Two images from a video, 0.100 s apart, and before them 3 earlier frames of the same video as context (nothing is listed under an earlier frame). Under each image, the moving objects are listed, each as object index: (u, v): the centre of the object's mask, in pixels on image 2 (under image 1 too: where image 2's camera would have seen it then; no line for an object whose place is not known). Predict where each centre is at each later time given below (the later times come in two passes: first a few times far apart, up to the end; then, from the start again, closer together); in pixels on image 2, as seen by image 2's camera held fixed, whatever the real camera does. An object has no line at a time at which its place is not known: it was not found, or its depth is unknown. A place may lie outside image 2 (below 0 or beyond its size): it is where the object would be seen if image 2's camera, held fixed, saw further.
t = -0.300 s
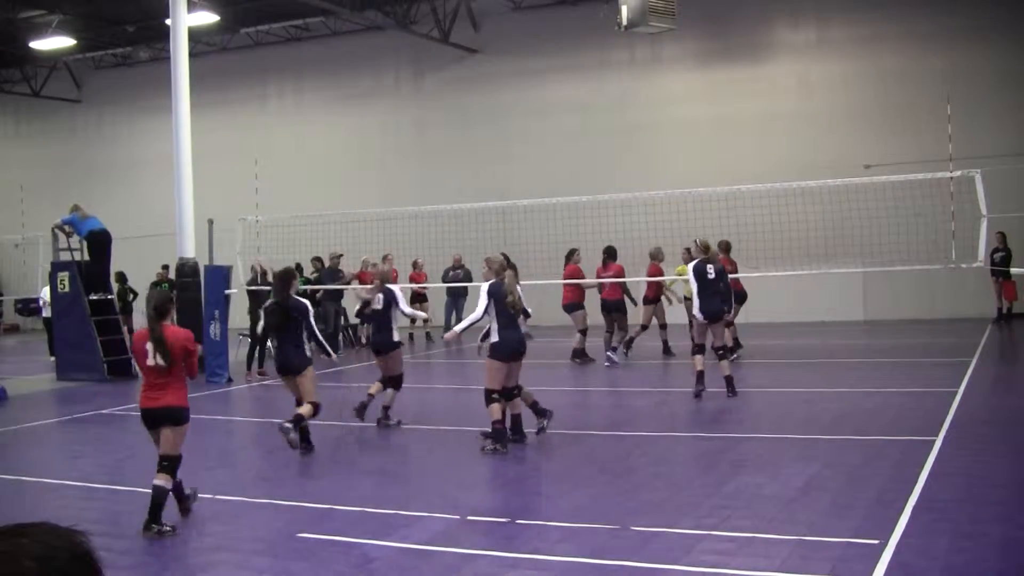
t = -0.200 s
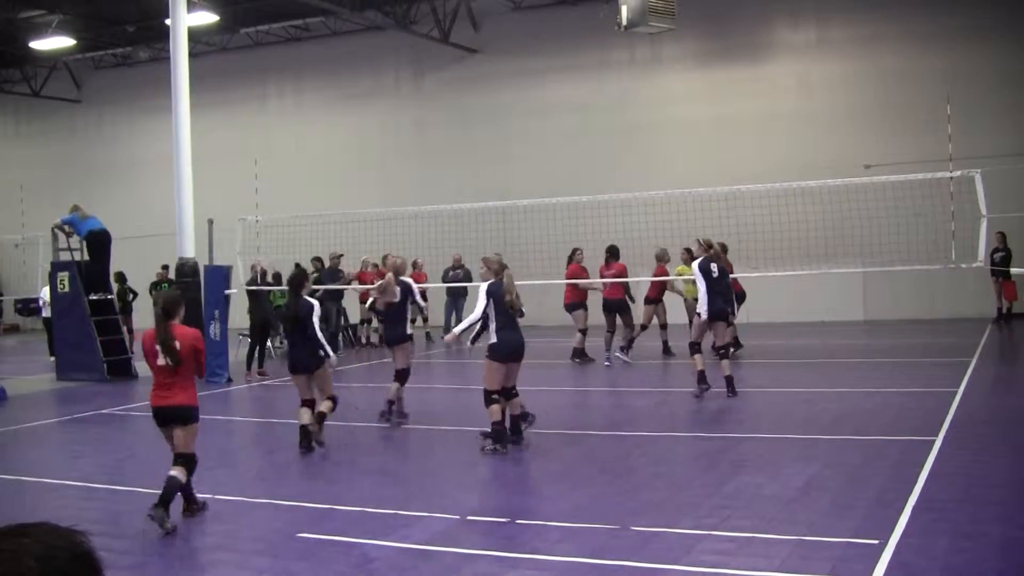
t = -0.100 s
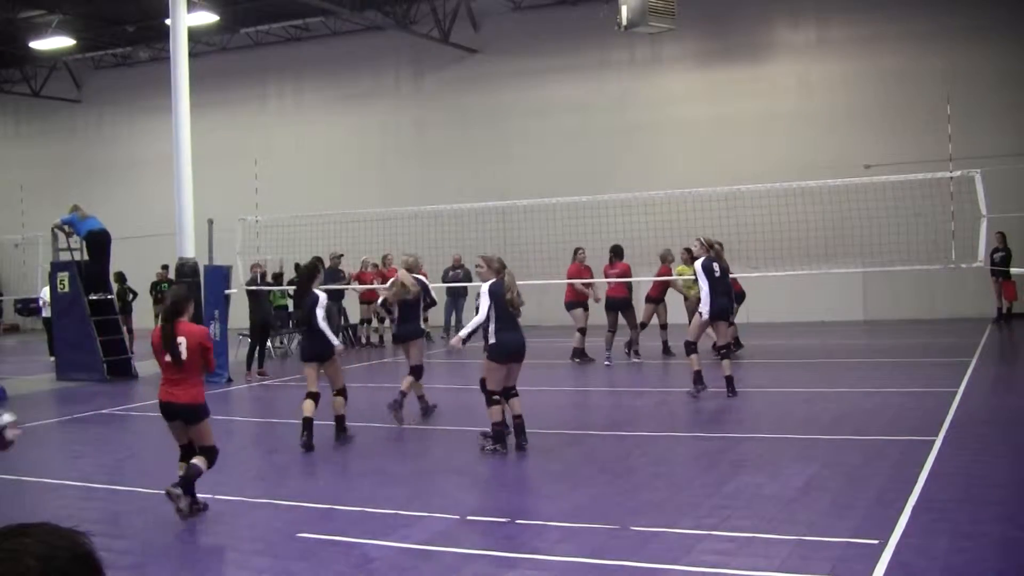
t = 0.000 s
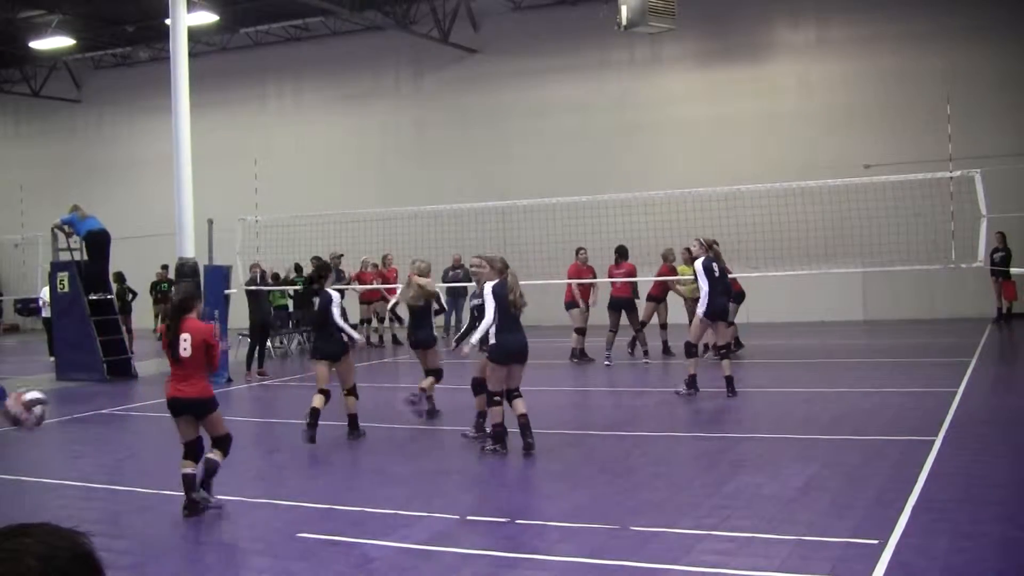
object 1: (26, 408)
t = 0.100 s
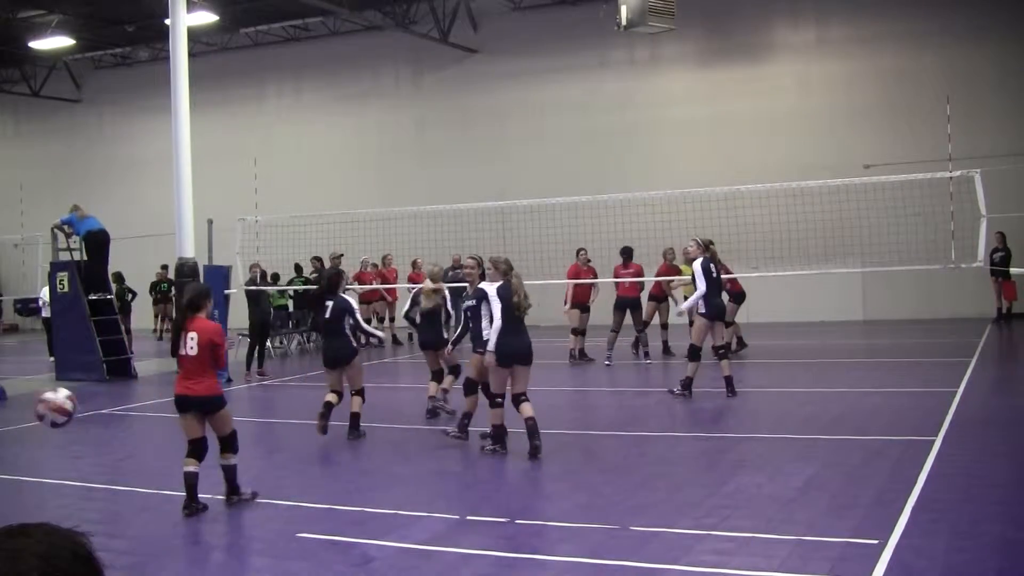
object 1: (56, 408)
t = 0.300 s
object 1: (114, 454)
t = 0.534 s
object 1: (171, 496)
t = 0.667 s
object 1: (198, 451)
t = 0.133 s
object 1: (65, 410)
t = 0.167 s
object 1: (74, 415)
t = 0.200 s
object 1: (85, 423)
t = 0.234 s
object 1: (95, 433)
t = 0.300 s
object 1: (114, 454)
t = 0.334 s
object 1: (122, 471)
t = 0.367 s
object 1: (132, 486)
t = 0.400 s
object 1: (141, 505)
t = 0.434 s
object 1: (151, 527)
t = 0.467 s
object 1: (159, 532)
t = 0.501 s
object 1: (166, 513)
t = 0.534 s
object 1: (171, 496)
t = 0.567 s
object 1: (178, 484)
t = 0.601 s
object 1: (185, 472)
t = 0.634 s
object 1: (192, 462)
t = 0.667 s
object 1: (198, 451)
